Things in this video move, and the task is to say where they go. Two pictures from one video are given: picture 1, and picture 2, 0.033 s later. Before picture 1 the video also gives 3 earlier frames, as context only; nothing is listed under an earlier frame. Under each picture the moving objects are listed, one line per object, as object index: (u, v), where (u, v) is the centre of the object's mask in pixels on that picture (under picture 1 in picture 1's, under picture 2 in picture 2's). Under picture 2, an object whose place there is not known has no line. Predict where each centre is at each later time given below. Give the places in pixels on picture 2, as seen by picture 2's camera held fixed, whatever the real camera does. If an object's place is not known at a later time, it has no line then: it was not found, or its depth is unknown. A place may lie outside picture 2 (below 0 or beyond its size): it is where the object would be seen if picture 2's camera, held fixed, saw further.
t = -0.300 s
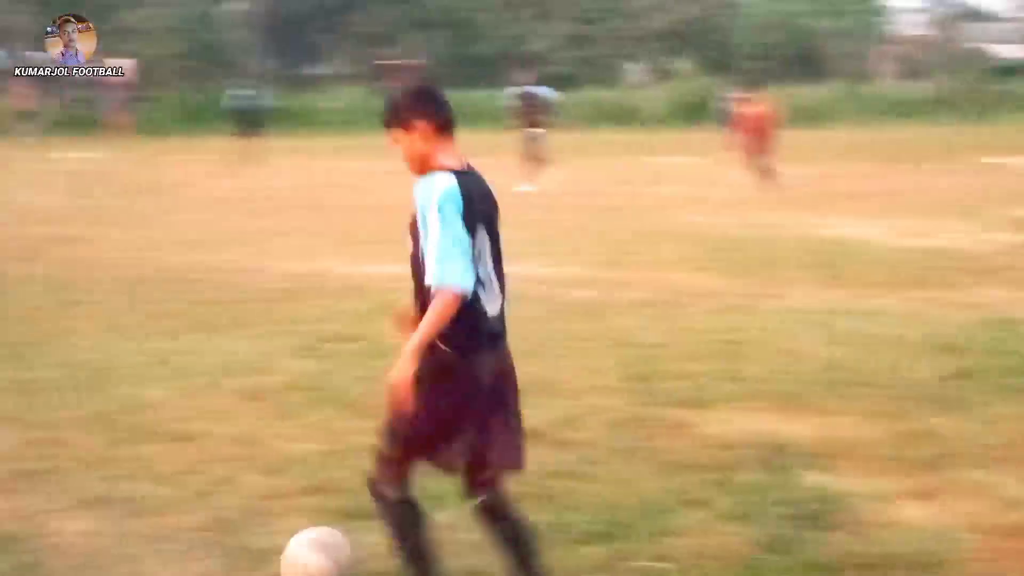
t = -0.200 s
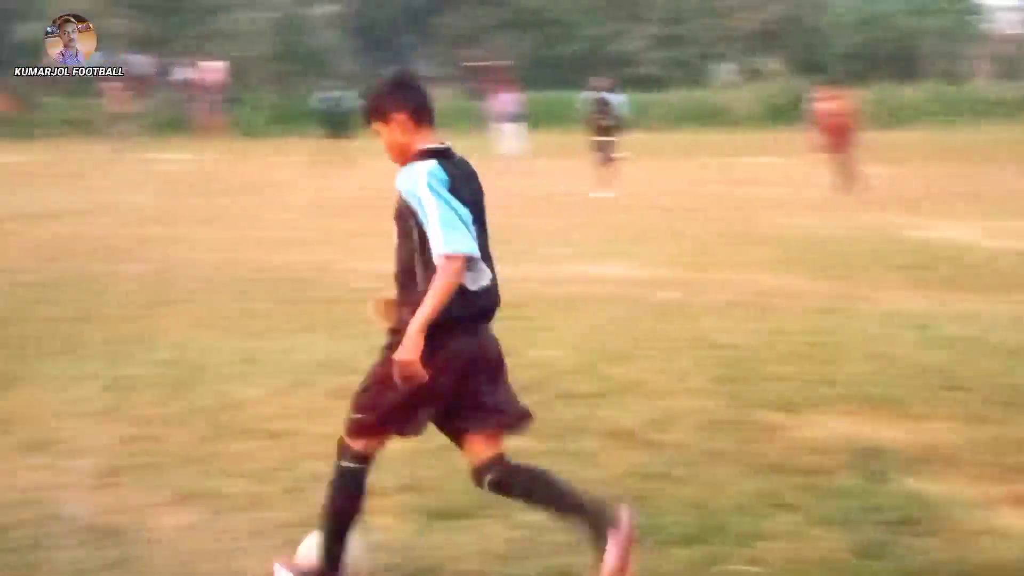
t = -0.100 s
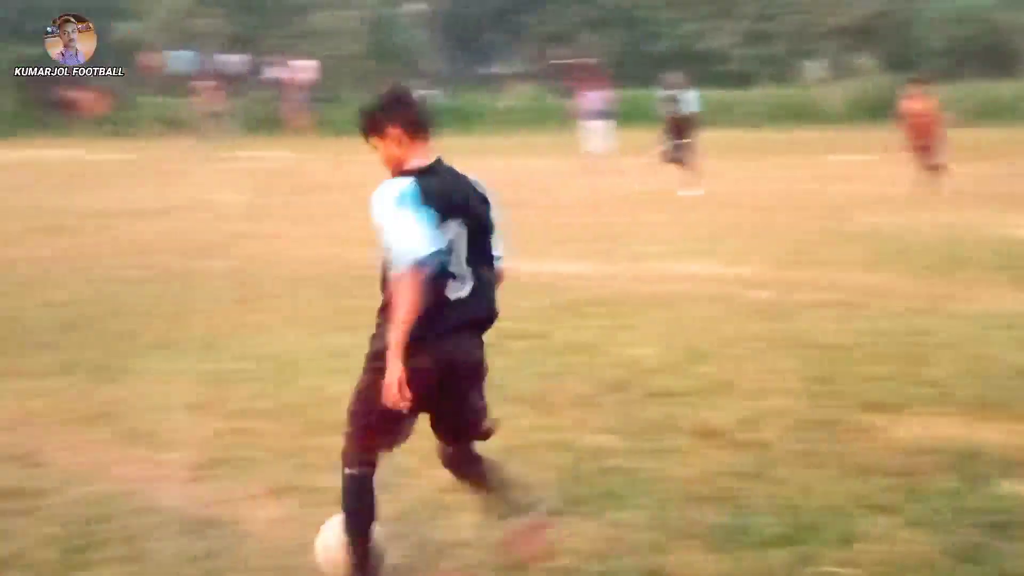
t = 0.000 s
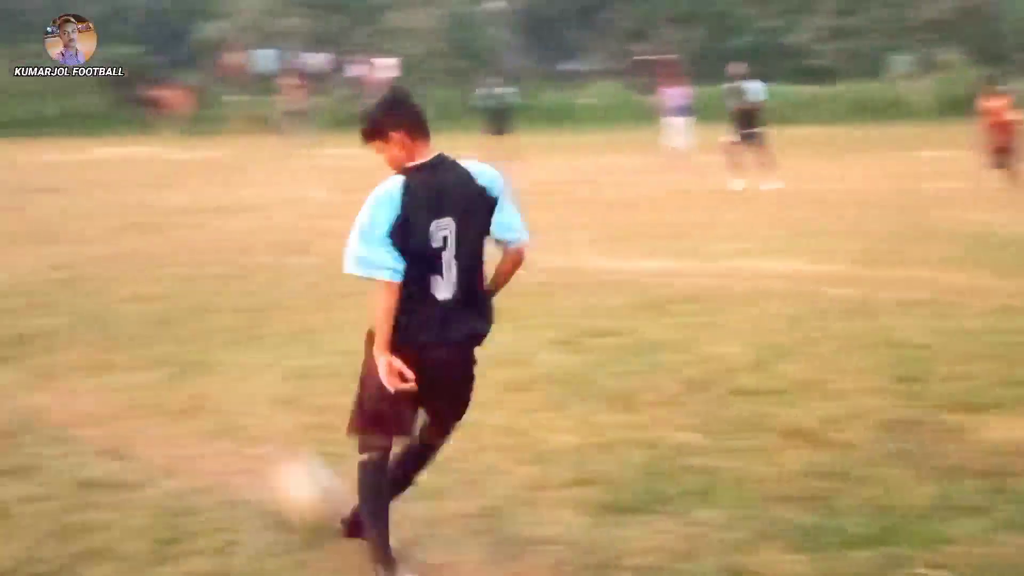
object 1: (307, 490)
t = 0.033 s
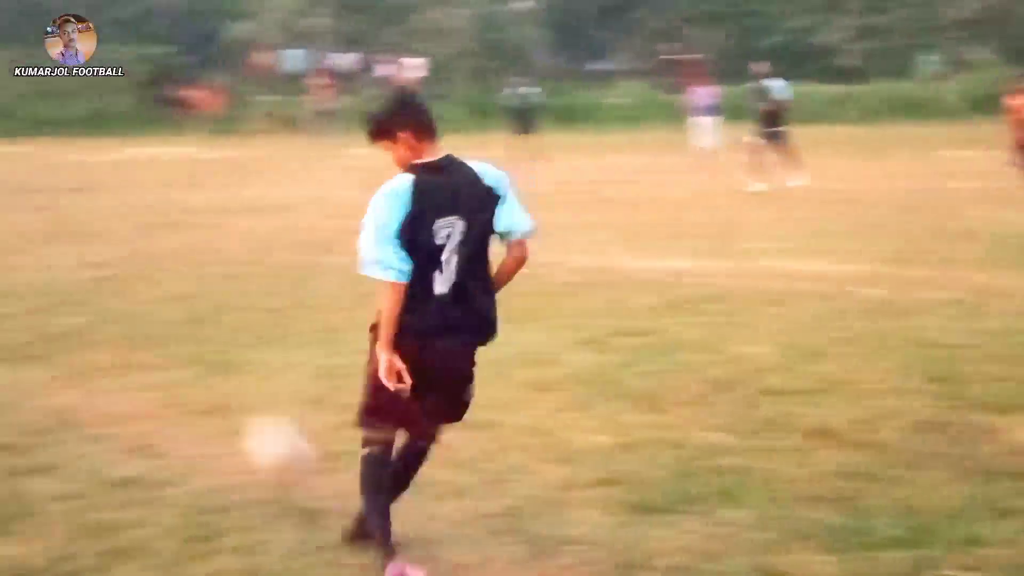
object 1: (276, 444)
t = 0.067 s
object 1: (218, 417)
